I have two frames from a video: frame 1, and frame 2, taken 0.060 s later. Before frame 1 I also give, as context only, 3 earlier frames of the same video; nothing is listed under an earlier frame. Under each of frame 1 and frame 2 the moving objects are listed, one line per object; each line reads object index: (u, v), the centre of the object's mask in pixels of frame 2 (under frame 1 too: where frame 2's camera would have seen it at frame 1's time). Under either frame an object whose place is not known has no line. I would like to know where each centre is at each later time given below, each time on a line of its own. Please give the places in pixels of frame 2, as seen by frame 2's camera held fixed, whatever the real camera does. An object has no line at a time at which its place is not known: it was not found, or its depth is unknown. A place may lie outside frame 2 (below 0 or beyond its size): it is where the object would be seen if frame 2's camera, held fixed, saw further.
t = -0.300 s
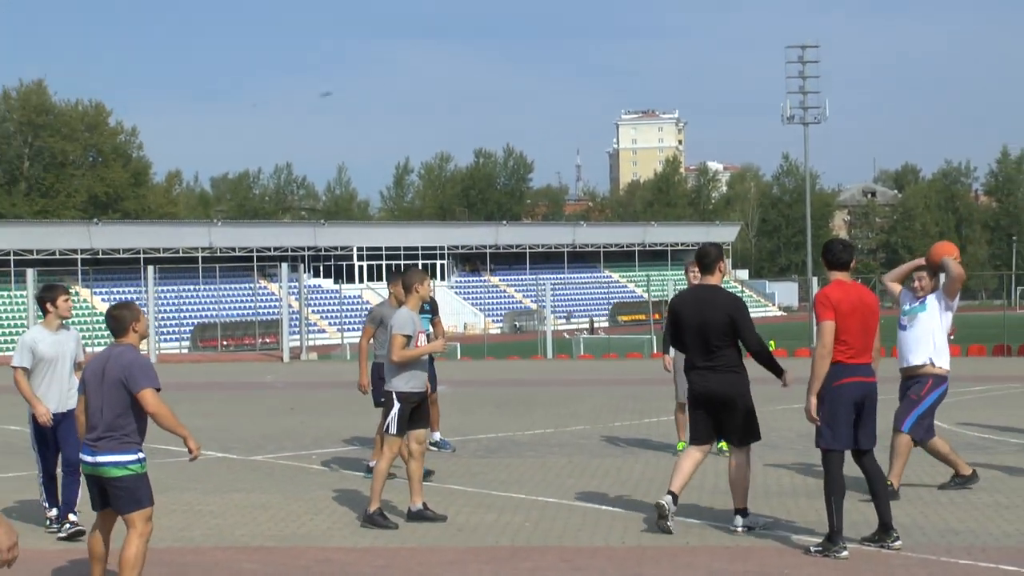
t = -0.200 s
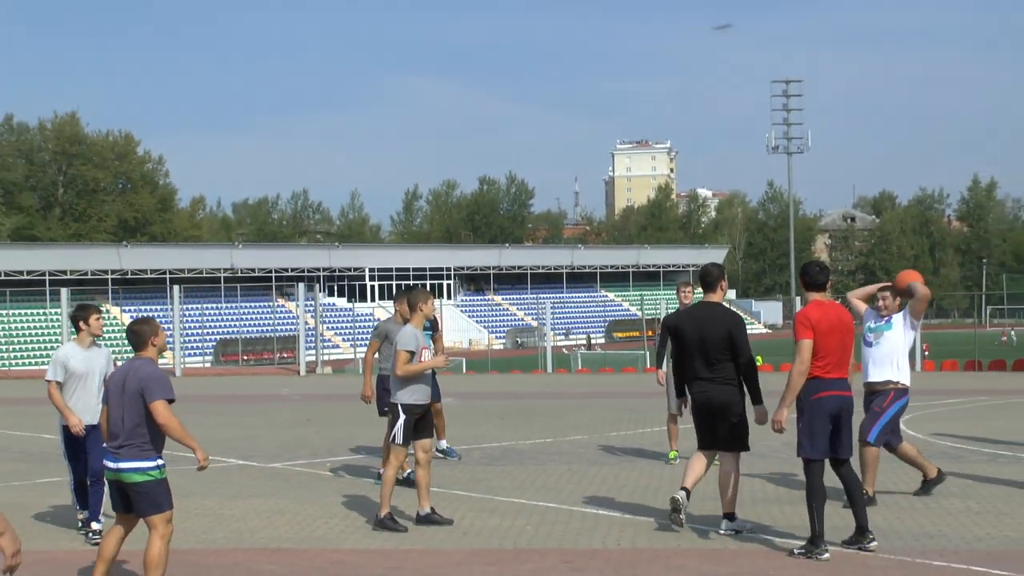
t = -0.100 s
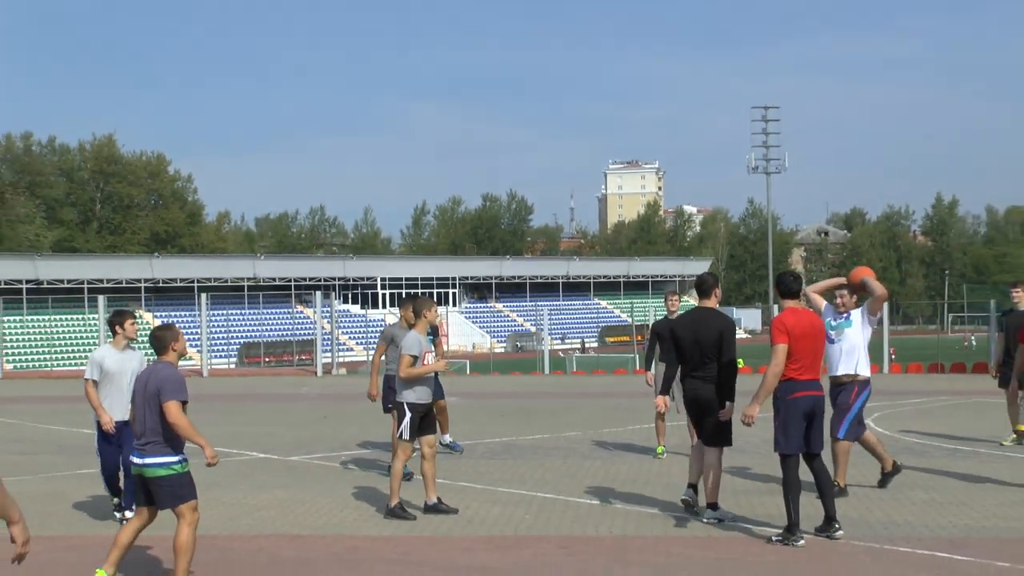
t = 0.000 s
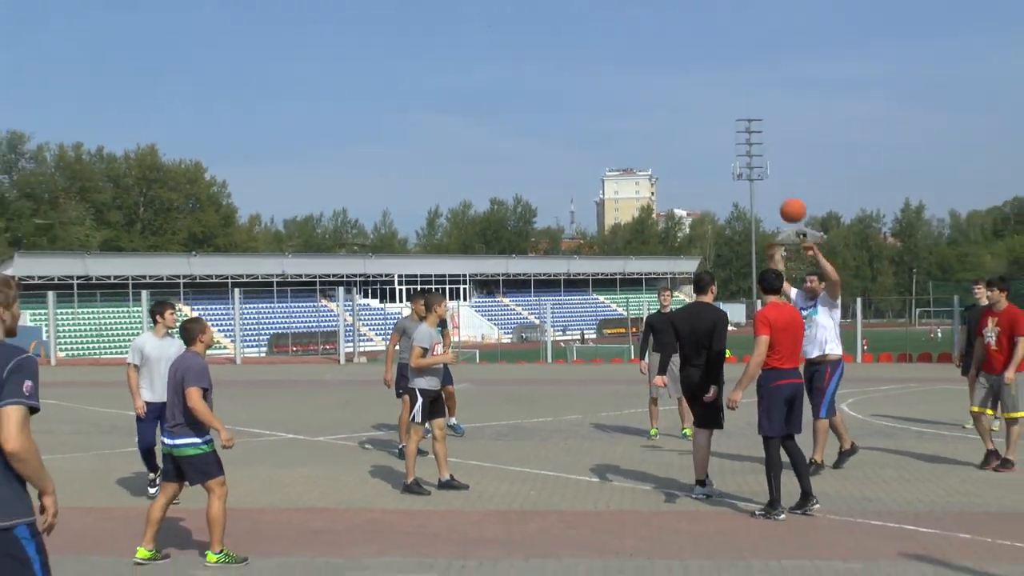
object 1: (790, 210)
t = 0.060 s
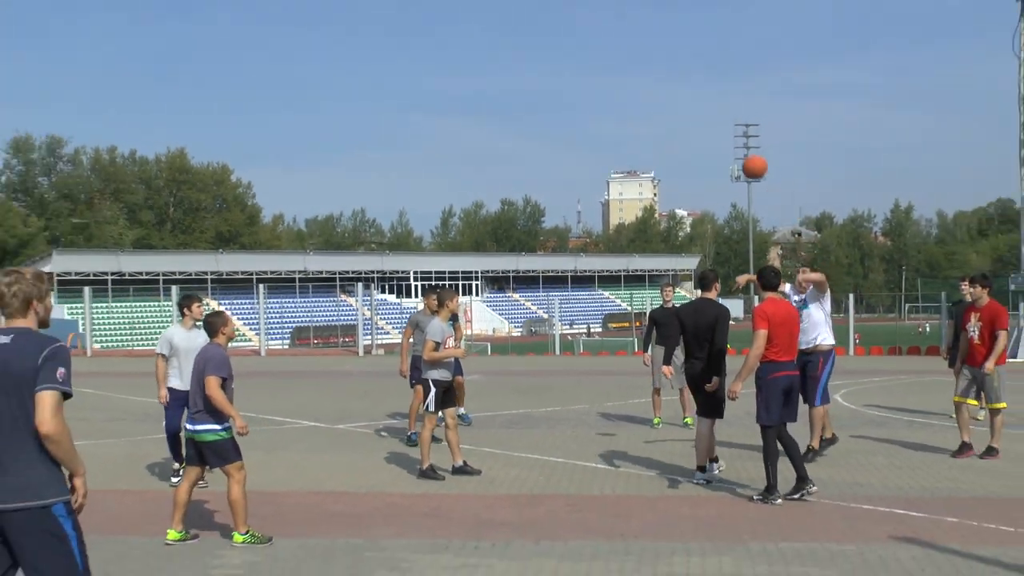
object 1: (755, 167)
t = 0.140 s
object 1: (707, 112)
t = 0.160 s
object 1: (694, 99)
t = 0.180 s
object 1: (683, 87)
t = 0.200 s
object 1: (670, 75)
